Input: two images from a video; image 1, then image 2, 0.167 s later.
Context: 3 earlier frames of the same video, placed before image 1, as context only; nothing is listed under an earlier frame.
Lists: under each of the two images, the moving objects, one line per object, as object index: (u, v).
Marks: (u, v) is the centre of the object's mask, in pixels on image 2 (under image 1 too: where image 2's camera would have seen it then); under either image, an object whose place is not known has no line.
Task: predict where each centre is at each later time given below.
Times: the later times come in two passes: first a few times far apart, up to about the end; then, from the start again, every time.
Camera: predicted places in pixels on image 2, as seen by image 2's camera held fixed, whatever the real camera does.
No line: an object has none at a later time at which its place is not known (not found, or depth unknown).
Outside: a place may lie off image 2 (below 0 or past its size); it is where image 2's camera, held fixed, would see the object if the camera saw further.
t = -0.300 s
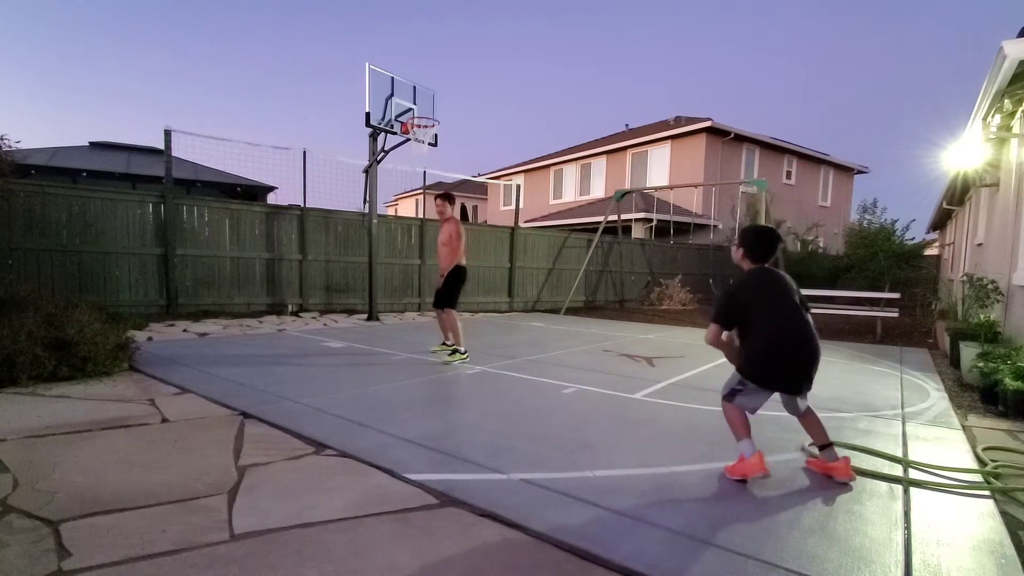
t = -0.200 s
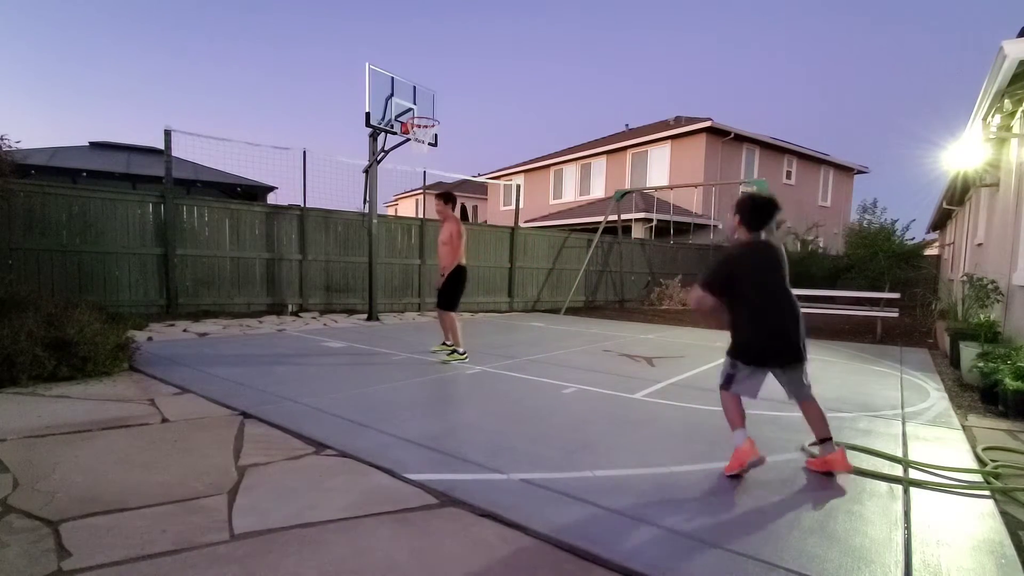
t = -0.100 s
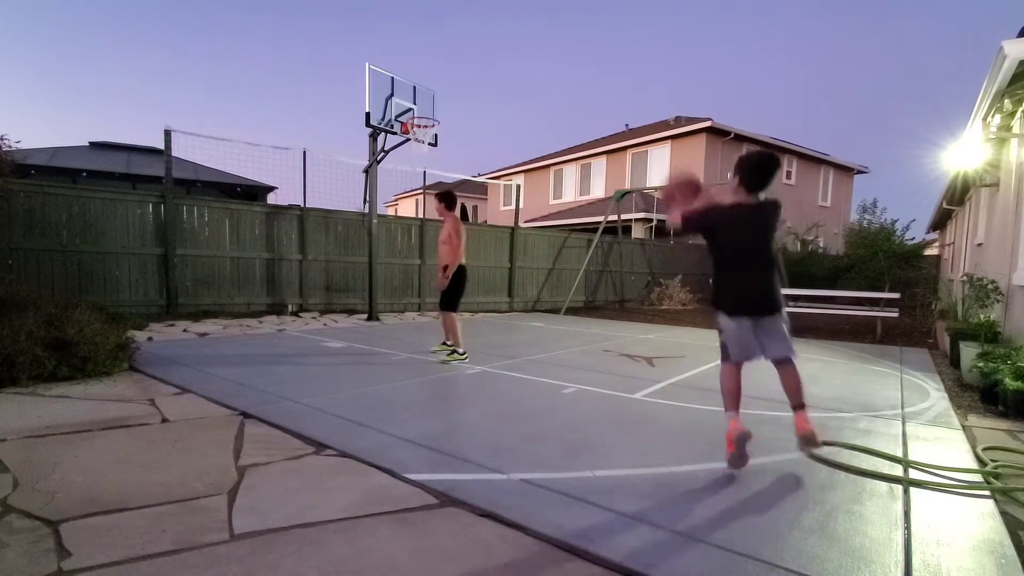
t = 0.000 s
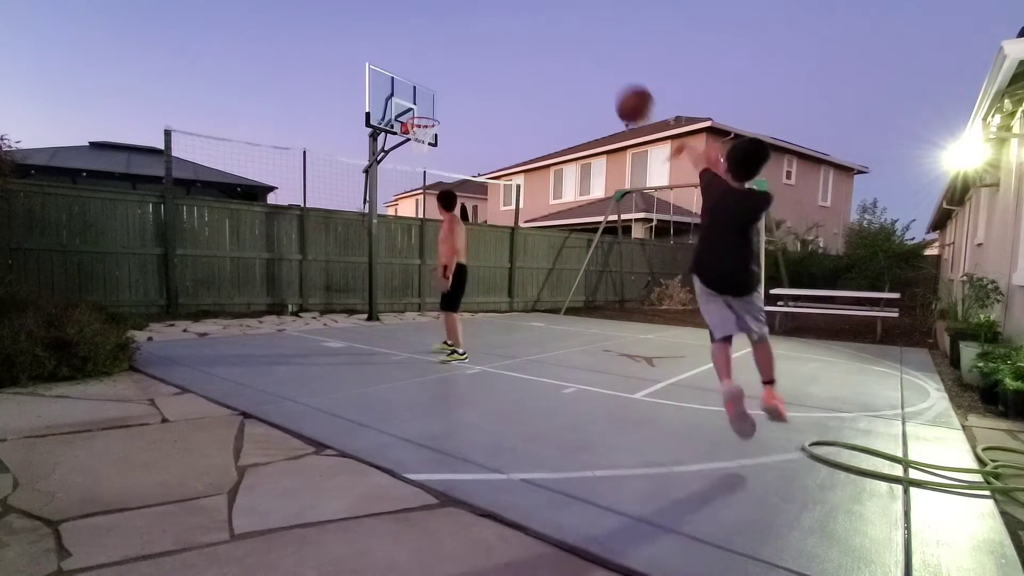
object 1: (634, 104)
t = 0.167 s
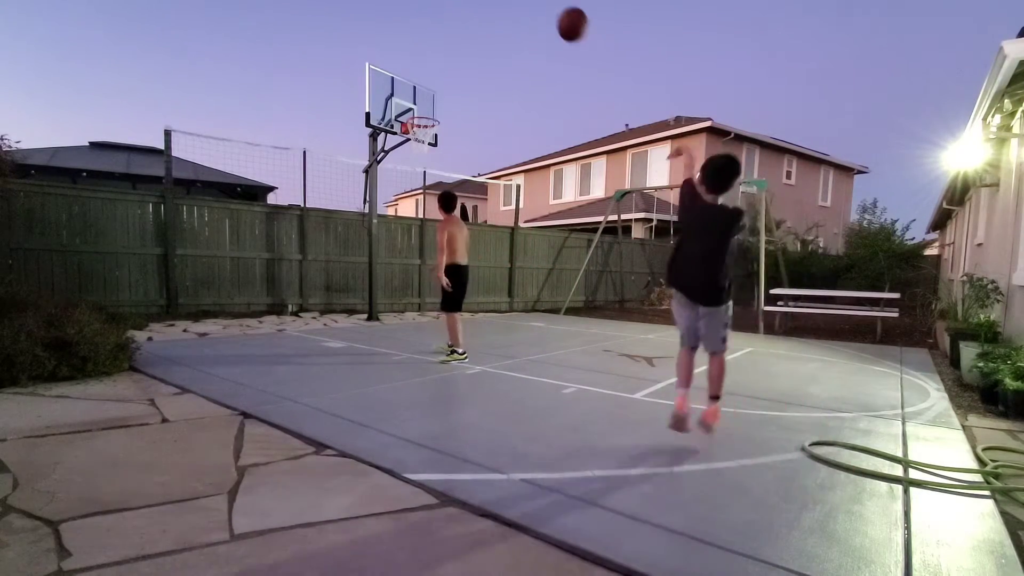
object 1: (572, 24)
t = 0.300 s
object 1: (535, 7)
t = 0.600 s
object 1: (476, 24)
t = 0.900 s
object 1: (437, 108)
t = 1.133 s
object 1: (416, 192)
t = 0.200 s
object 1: (562, 16)
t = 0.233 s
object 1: (552, 11)
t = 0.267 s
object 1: (543, 9)
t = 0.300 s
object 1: (535, 7)
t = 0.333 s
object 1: (527, 6)
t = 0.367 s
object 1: (520, 5)
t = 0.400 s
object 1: (513, 6)
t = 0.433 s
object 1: (506, 6)
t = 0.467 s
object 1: (499, 8)
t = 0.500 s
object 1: (493, 9)
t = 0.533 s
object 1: (487, 12)
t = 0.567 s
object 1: (482, 18)
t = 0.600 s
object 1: (476, 24)
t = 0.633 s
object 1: (471, 31)
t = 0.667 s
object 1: (466, 39)
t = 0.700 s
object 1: (461, 48)
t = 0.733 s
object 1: (457, 56)
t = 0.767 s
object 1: (452, 66)
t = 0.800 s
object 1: (448, 75)
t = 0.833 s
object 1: (445, 86)
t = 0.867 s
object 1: (441, 96)
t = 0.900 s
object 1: (437, 108)
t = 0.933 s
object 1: (434, 119)
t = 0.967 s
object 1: (431, 130)
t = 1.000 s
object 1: (427, 142)
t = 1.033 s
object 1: (424, 155)
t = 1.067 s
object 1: (422, 167)
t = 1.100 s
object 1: (419, 180)
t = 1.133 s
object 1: (416, 192)
